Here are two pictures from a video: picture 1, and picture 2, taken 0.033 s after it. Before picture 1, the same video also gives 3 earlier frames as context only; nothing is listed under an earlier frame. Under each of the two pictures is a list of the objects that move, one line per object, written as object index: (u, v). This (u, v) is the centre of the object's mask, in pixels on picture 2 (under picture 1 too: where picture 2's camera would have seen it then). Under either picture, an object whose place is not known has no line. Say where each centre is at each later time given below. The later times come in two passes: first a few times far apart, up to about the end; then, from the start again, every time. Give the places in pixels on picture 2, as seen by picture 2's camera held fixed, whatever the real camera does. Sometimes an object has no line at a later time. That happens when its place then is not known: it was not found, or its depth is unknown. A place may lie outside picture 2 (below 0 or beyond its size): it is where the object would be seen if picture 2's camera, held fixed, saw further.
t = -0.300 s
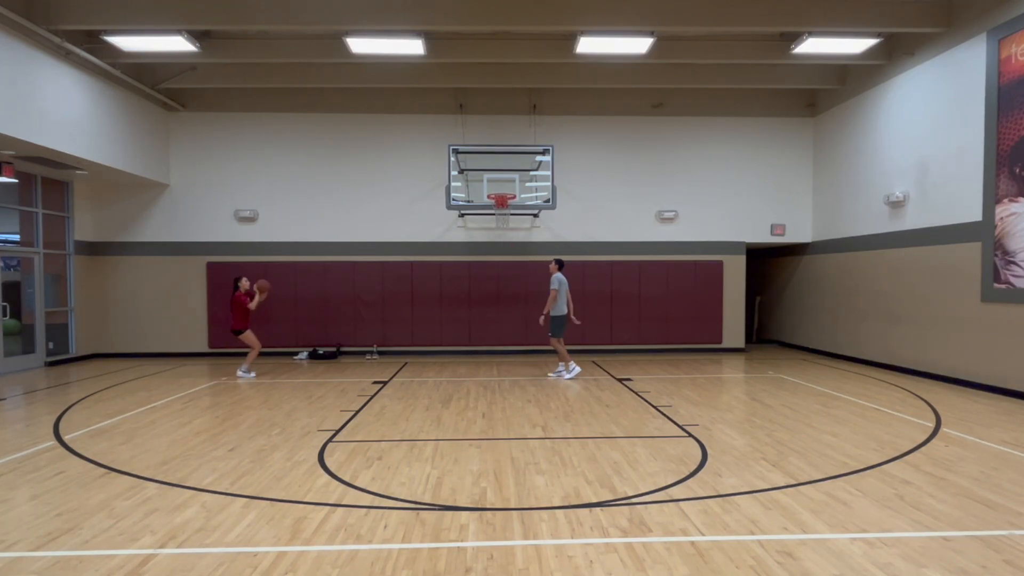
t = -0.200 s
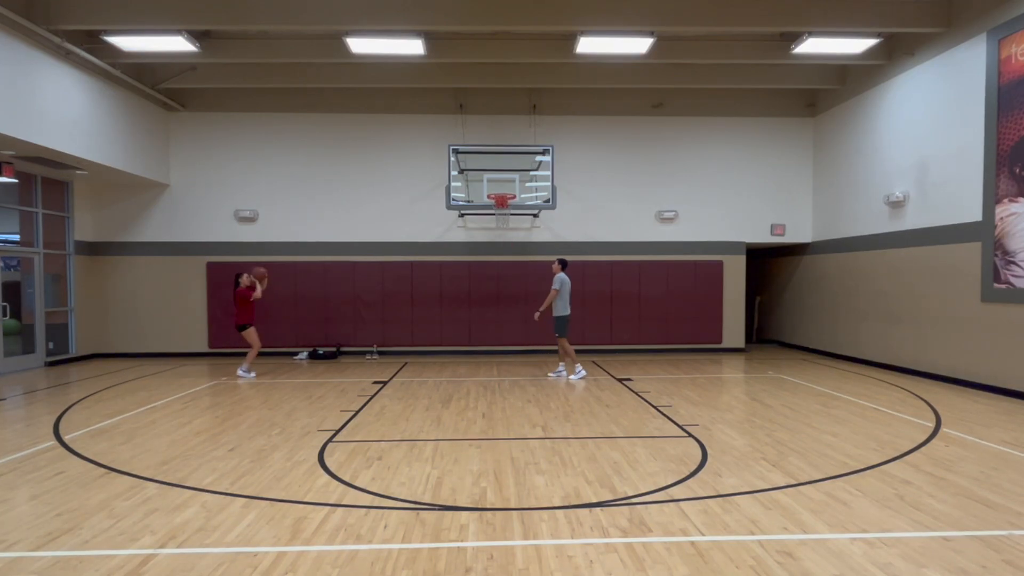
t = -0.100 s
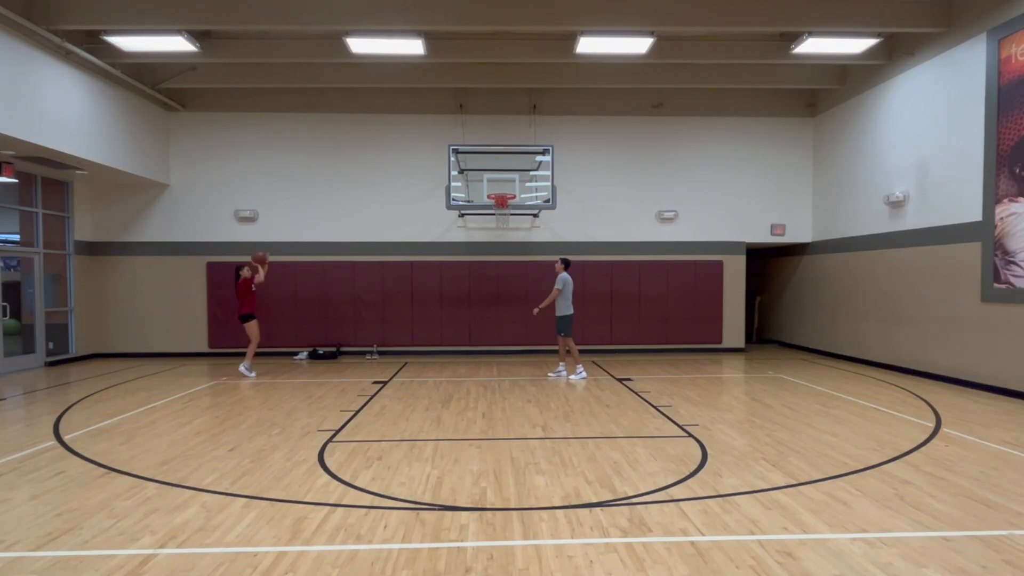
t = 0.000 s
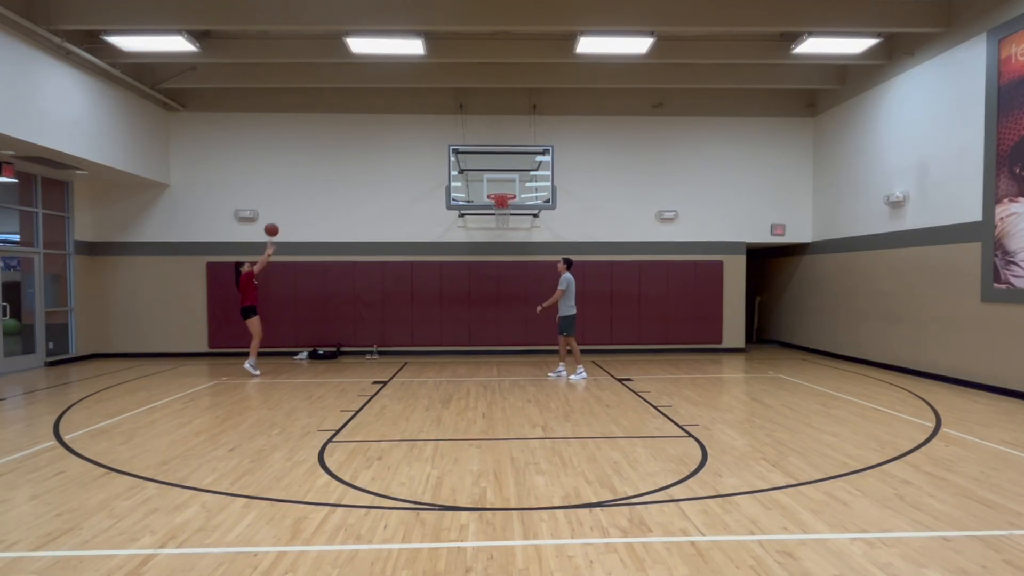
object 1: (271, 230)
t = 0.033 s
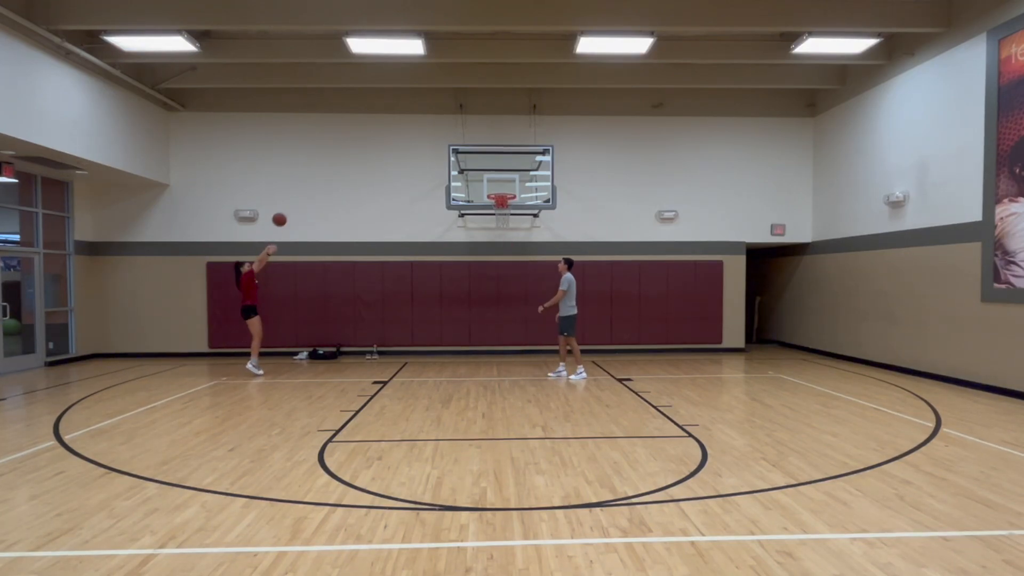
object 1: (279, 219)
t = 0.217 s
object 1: (323, 175)
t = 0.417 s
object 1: (371, 148)
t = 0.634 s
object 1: (422, 145)
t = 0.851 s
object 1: (473, 169)
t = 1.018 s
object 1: (512, 205)
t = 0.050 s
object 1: (283, 215)
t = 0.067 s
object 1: (287, 210)
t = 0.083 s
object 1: (291, 205)
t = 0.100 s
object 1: (295, 201)
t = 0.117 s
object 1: (299, 197)
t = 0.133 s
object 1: (303, 192)
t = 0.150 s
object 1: (307, 189)
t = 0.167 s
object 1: (311, 185)
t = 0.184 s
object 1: (315, 181)
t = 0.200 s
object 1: (319, 178)
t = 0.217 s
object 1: (323, 175)
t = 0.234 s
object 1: (327, 171)
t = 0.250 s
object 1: (331, 168)
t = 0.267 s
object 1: (335, 165)
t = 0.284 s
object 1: (339, 163)
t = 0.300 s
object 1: (343, 160)
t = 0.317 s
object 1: (347, 158)
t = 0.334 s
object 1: (351, 156)
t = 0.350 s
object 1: (355, 154)
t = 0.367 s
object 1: (359, 152)
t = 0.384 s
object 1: (363, 151)
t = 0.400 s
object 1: (367, 149)
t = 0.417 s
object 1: (371, 148)
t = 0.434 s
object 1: (375, 147)
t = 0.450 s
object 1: (379, 146)
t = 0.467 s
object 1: (383, 145)
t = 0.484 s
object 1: (386, 144)
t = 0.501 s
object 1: (390, 144)
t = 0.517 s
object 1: (394, 143)
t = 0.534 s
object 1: (398, 143)
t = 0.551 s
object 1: (402, 143)
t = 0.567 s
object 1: (406, 143)
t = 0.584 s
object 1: (410, 143)
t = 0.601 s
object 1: (414, 144)
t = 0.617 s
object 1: (418, 144)
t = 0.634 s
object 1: (422, 145)
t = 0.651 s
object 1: (426, 146)
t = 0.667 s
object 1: (430, 147)
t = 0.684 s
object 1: (434, 148)
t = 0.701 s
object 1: (438, 149)
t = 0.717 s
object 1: (442, 151)
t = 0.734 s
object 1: (445, 153)
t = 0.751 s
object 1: (449, 155)
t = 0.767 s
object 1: (453, 157)
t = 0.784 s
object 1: (458, 158)
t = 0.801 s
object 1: (461, 161)
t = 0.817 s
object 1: (465, 164)
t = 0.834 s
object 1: (469, 166)
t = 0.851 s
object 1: (473, 169)
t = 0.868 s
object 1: (477, 172)
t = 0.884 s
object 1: (481, 175)
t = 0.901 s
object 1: (485, 178)
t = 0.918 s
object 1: (489, 182)
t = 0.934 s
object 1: (493, 185)
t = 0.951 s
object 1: (496, 188)
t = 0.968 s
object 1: (501, 192)
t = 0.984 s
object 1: (506, 196)
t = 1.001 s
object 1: (510, 201)
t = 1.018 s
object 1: (512, 205)
